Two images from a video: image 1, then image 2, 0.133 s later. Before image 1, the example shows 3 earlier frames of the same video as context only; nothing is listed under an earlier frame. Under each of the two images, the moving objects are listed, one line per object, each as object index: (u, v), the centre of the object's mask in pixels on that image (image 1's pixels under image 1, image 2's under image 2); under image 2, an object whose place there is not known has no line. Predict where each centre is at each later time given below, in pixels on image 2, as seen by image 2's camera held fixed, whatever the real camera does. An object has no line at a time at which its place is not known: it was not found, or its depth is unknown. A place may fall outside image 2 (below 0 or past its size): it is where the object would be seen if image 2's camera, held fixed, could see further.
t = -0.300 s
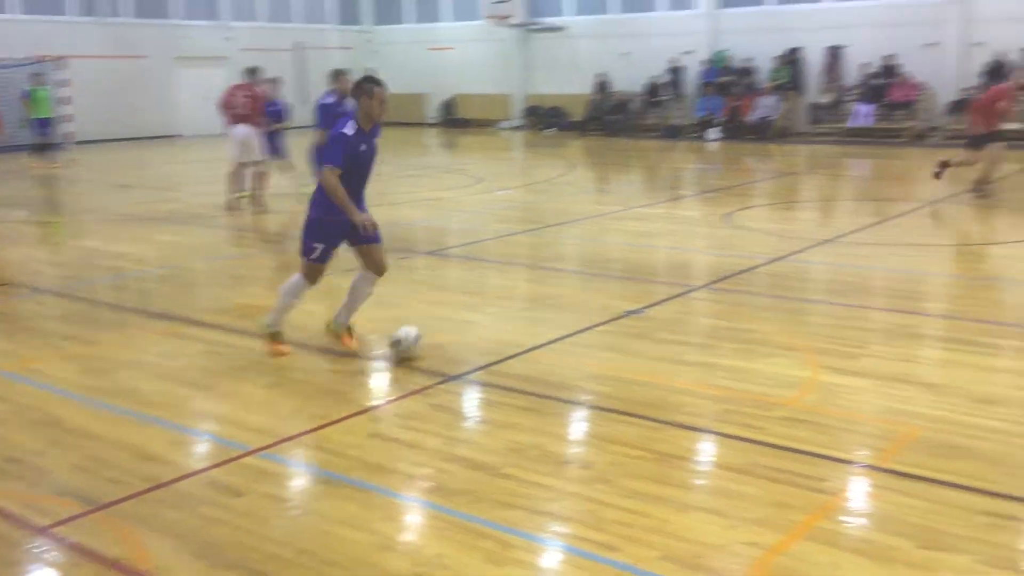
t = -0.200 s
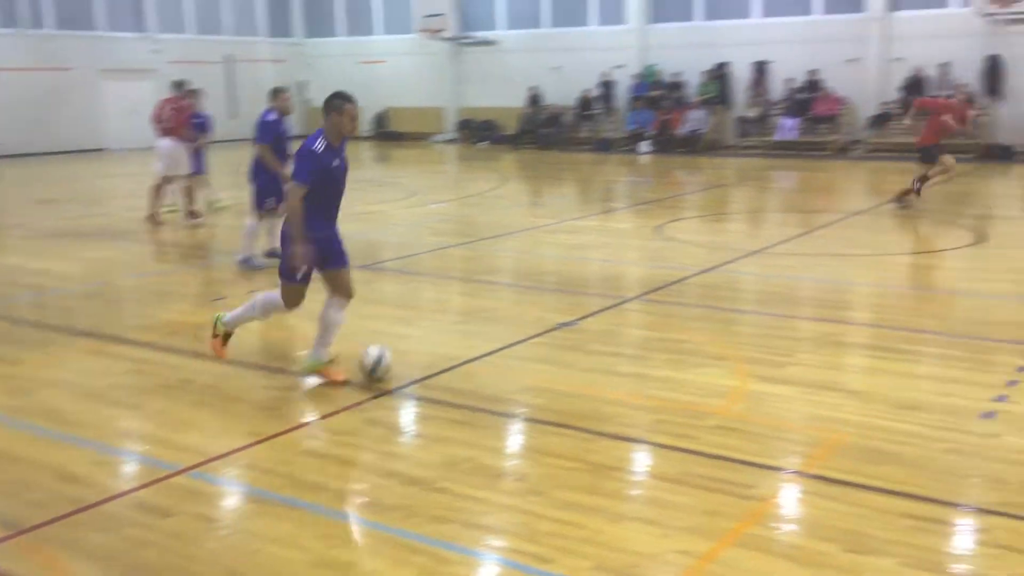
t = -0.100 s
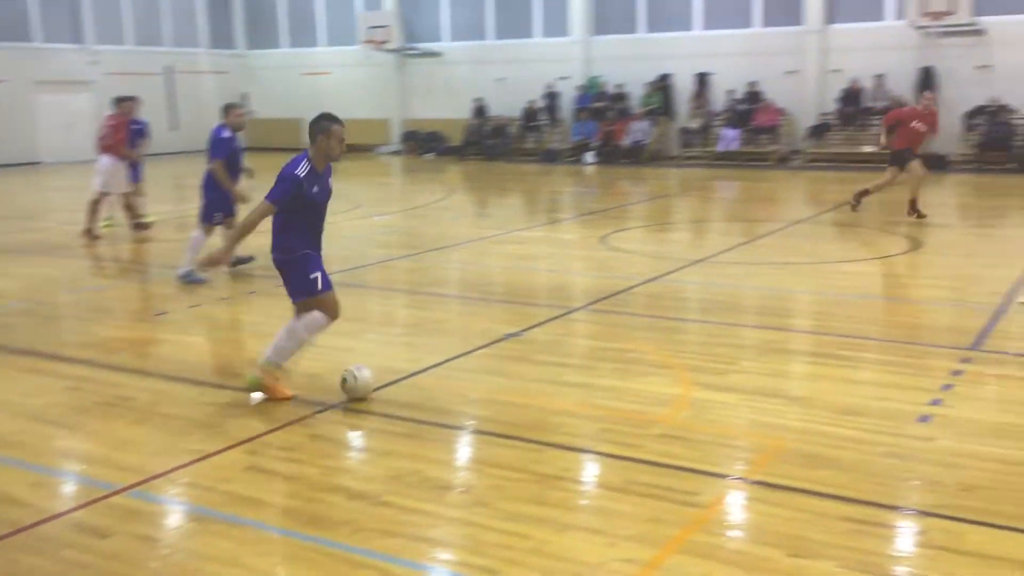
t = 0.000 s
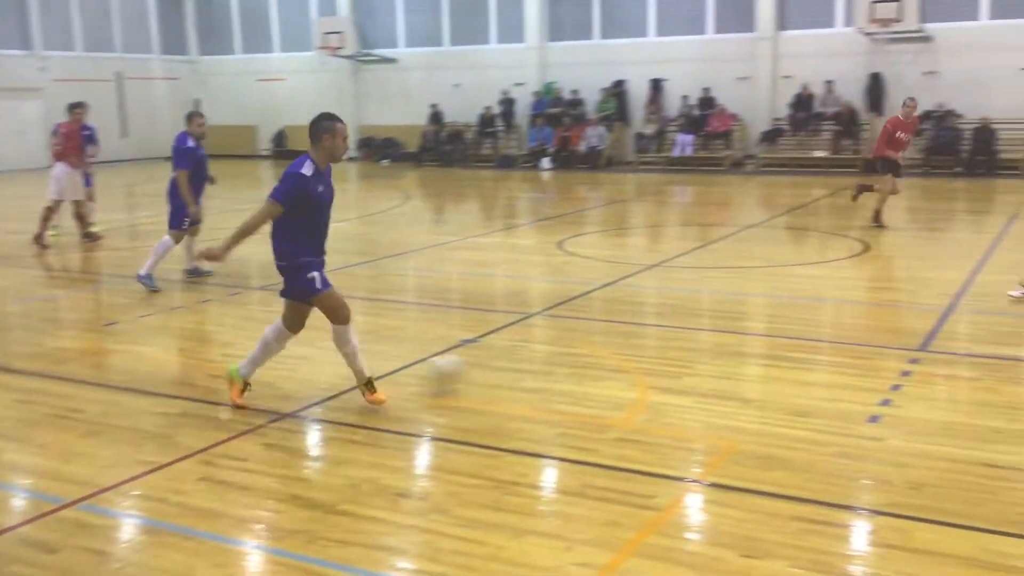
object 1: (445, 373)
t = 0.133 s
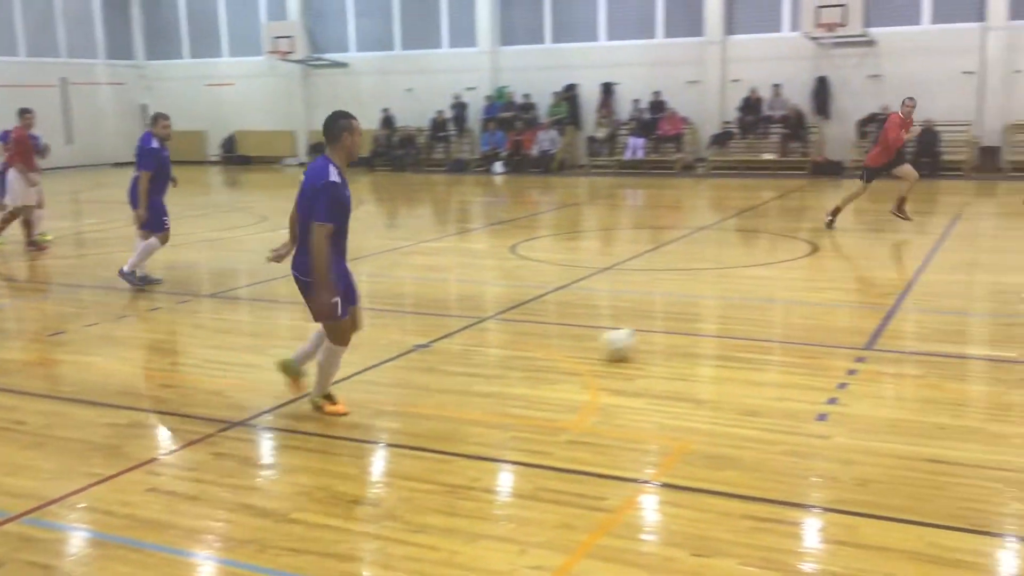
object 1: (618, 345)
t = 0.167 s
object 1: (662, 338)
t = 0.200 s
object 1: (705, 331)
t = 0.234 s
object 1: (745, 325)
